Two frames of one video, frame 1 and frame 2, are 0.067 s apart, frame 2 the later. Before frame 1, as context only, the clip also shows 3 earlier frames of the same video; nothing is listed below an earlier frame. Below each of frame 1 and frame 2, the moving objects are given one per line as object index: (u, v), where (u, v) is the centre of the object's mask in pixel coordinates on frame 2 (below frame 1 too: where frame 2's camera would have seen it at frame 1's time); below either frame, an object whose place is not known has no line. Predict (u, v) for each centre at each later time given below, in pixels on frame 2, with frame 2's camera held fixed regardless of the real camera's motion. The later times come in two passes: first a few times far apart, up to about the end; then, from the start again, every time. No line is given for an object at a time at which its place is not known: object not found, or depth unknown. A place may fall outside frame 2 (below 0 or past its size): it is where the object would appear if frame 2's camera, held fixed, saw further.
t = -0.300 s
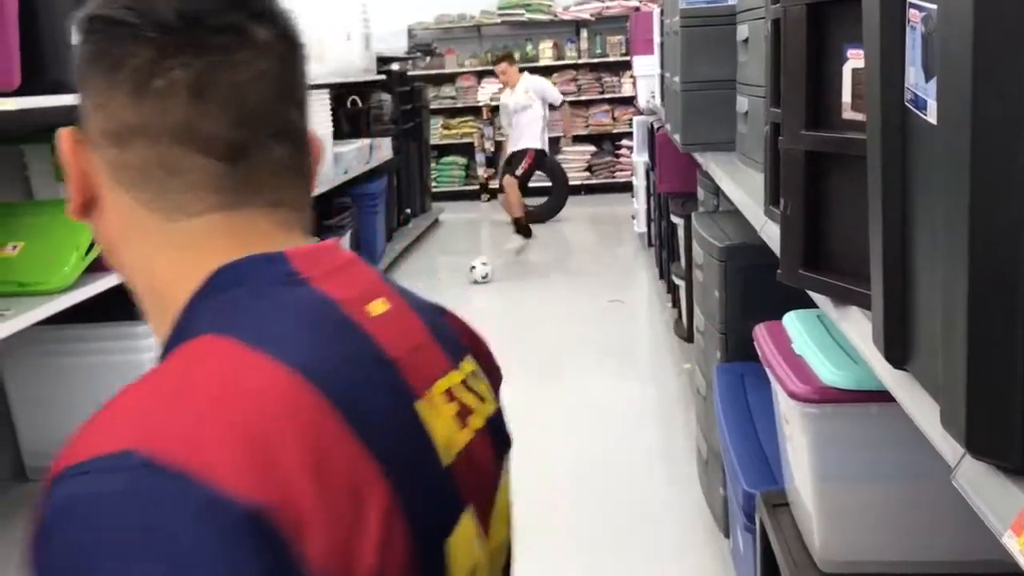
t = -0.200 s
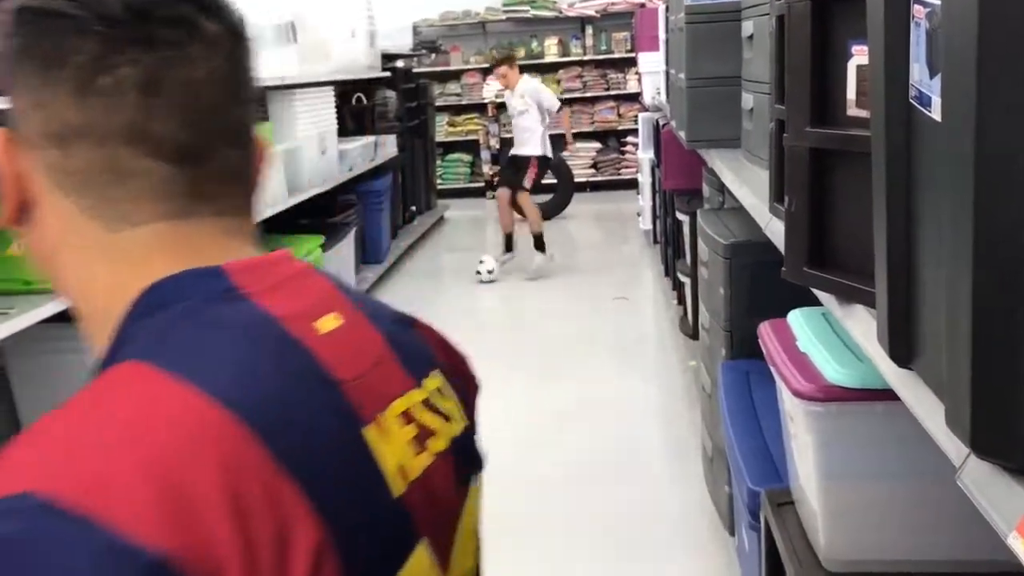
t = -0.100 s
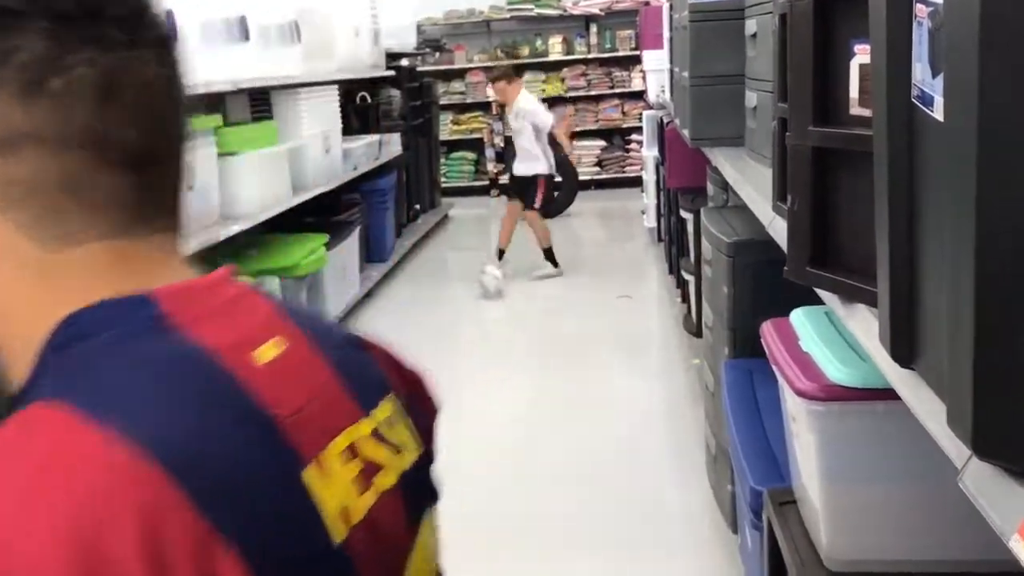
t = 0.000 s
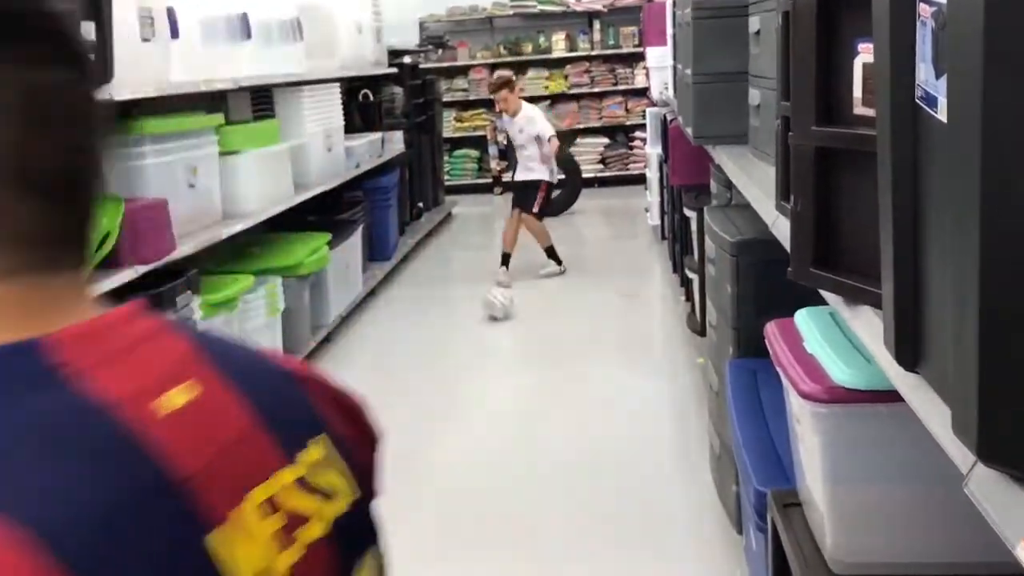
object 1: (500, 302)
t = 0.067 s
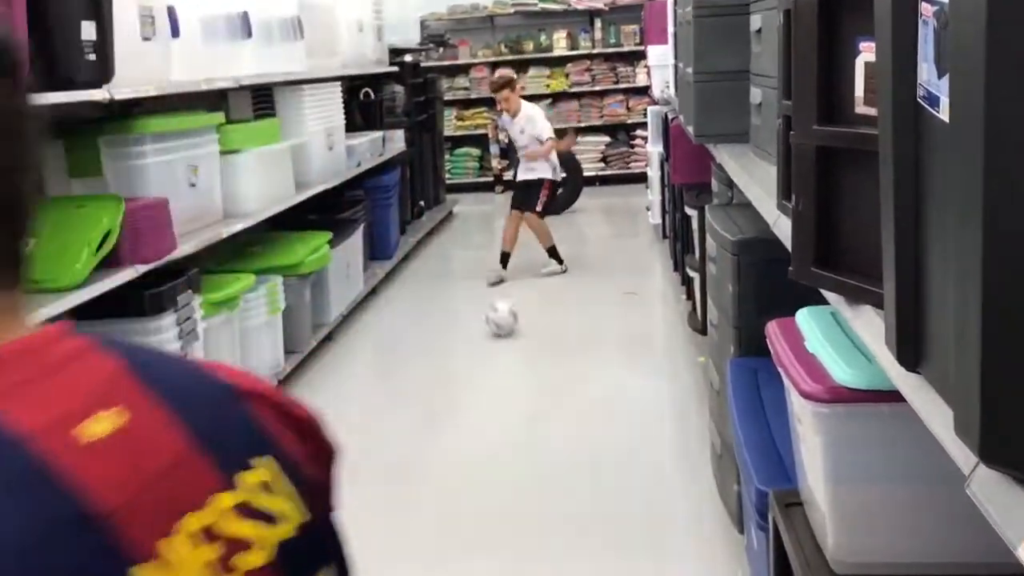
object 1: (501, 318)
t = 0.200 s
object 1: (509, 356)
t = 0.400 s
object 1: (529, 423)
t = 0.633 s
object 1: (574, 523)
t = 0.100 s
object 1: (504, 327)
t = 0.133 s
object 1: (506, 336)
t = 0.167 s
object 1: (507, 345)
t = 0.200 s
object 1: (509, 356)
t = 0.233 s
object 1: (511, 366)
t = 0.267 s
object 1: (515, 377)
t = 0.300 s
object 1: (518, 387)
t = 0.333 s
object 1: (522, 398)
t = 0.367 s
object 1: (525, 411)
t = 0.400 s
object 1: (529, 423)
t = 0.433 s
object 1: (535, 434)
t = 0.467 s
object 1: (541, 447)
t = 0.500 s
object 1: (546, 462)
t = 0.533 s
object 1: (551, 473)
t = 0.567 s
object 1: (559, 489)
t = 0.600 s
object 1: (567, 503)
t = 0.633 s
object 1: (574, 523)
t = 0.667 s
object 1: (583, 539)
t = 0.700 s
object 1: (593, 552)
